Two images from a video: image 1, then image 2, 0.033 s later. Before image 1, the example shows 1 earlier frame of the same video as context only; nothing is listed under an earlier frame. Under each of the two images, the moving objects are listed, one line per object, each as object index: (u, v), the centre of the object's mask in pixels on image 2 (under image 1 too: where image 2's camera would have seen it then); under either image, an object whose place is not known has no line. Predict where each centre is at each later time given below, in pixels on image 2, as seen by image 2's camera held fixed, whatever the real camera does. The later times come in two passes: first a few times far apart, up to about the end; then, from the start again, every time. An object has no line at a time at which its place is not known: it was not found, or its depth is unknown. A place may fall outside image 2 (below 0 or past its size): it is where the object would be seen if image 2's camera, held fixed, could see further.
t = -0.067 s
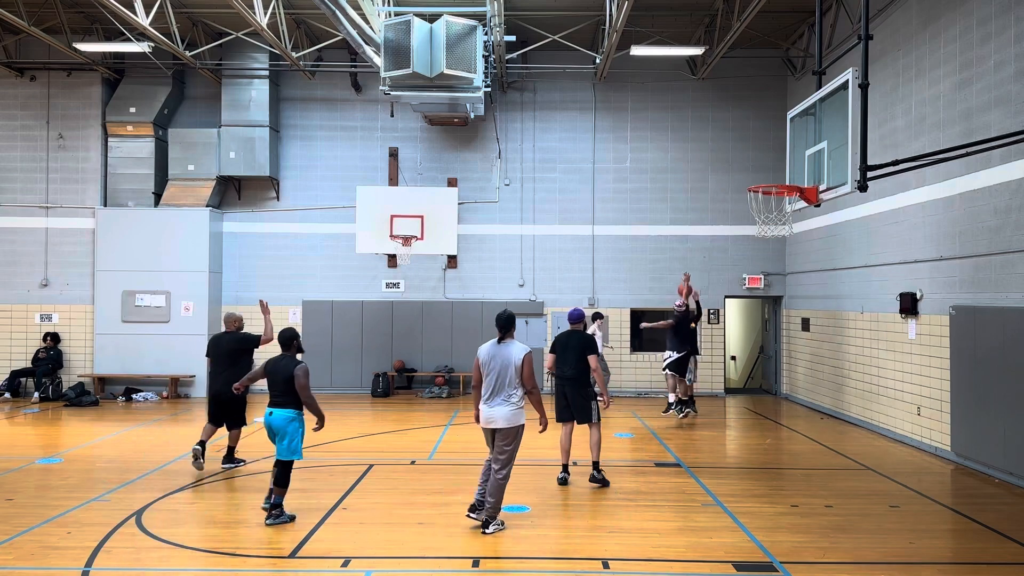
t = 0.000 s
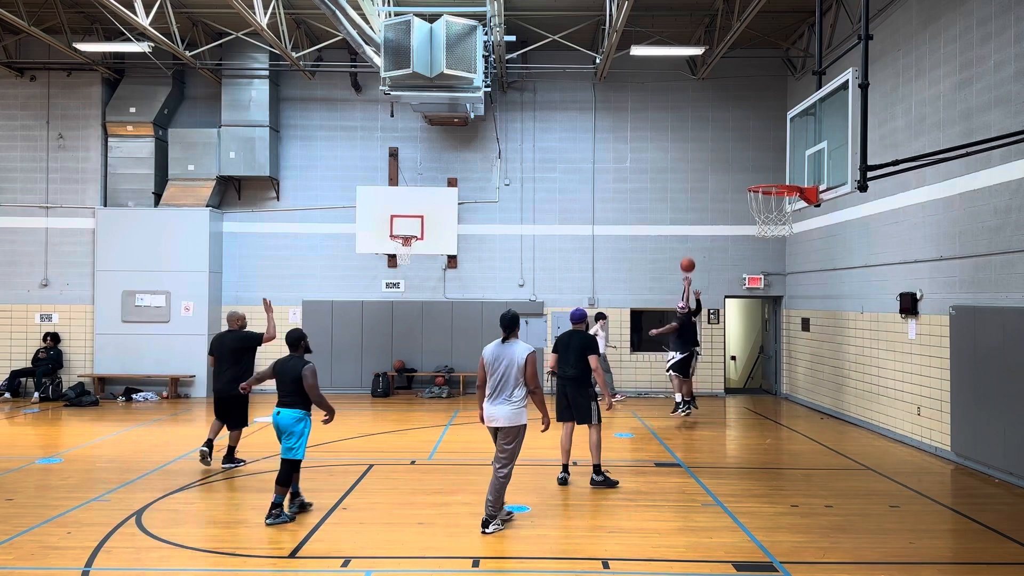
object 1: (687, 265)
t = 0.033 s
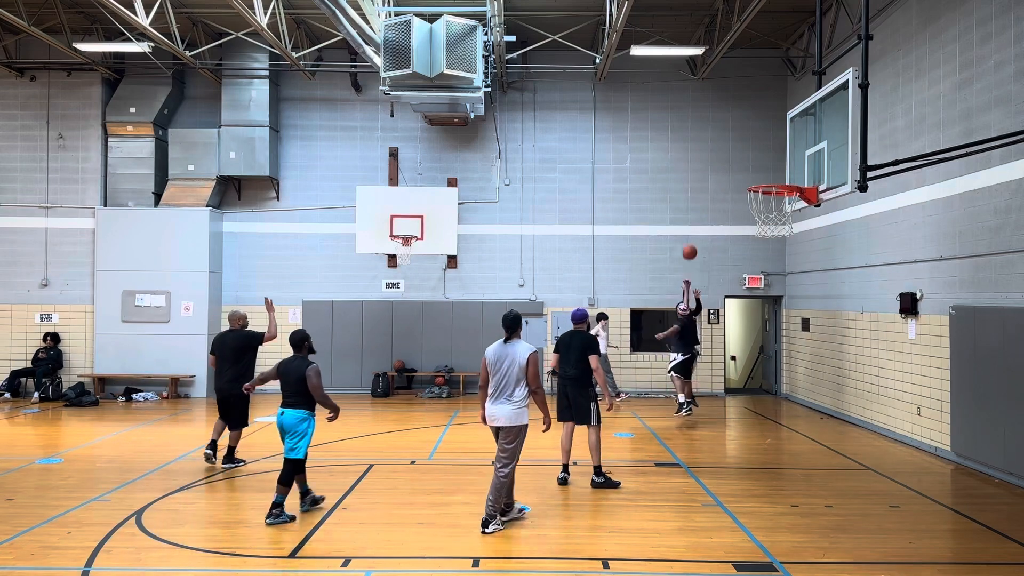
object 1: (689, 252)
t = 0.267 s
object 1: (704, 174)
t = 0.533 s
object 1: (724, 115)
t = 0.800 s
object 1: (748, 102)
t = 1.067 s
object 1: (778, 151)
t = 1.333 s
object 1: (751, 213)
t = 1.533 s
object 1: (743, 236)
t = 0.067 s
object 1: (691, 240)
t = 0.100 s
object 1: (693, 228)
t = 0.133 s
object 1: (695, 216)
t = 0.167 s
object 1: (697, 205)
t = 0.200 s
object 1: (699, 194)
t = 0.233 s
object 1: (702, 184)
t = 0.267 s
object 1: (704, 174)
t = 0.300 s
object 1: (706, 165)
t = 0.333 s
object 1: (708, 156)
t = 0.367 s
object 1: (711, 148)
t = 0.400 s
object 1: (713, 140)
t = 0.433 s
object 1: (716, 133)
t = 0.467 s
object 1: (718, 126)
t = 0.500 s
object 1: (721, 120)
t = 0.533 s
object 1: (724, 115)
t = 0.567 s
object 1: (727, 110)
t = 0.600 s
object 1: (729, 107)
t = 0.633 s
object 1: (732, 104)
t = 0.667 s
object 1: (735, 102)
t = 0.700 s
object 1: (739, 100)
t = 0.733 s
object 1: (741, 100)
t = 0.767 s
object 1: (744, 101)
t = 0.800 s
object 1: (748, 102)
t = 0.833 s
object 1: (751, 104)
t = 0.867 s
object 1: (755, 107)
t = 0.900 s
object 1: (759, 112)
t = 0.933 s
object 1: (762, 117)
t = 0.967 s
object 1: (766, 124)
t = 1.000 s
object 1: (770, 132)
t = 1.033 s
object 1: (773, 141)
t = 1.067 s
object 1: (778, 151)
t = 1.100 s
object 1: (781, 163)
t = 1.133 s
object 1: (786, 175)
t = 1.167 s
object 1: (785, 189)
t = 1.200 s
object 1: (775, 197)
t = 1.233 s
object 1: (767, 203)
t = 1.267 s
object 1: (761, 207)
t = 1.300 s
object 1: (755, 211)
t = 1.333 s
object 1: (751, 213)
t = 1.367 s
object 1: (747, 215)
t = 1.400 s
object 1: (745, 218)
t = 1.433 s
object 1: (745, 222)
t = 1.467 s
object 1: (744, 226)
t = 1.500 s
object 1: (744, 230)
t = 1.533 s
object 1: (743, 236)
